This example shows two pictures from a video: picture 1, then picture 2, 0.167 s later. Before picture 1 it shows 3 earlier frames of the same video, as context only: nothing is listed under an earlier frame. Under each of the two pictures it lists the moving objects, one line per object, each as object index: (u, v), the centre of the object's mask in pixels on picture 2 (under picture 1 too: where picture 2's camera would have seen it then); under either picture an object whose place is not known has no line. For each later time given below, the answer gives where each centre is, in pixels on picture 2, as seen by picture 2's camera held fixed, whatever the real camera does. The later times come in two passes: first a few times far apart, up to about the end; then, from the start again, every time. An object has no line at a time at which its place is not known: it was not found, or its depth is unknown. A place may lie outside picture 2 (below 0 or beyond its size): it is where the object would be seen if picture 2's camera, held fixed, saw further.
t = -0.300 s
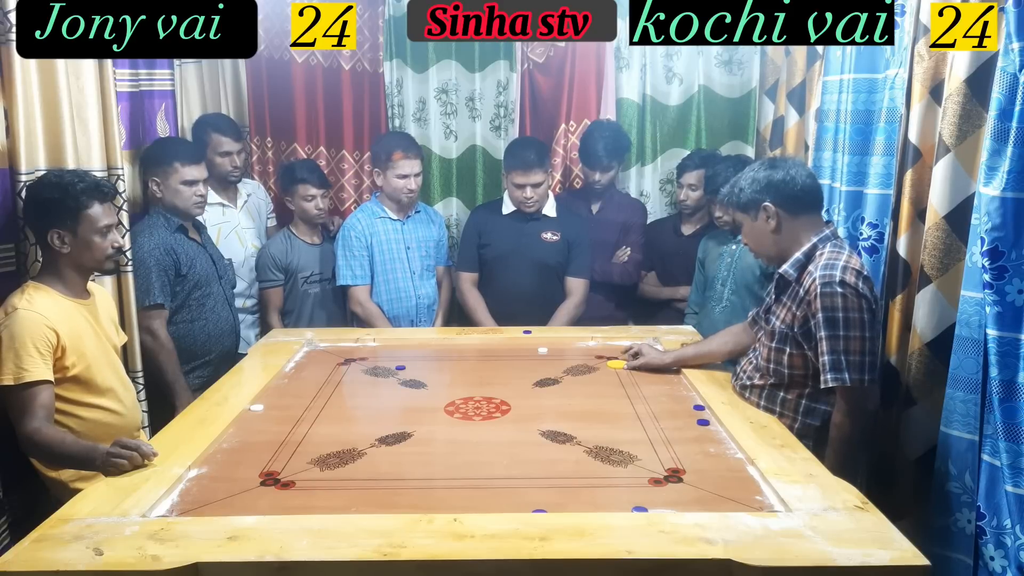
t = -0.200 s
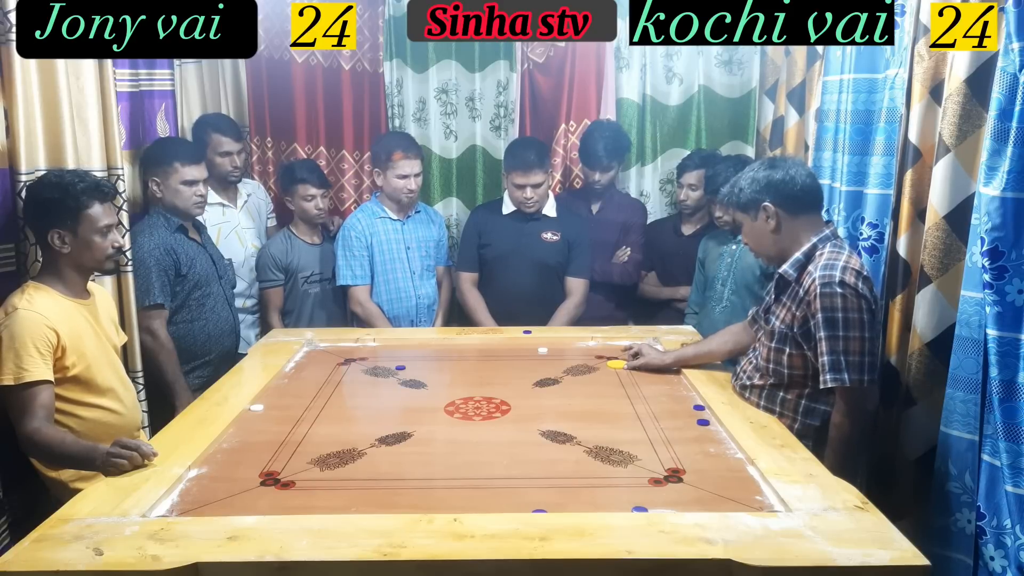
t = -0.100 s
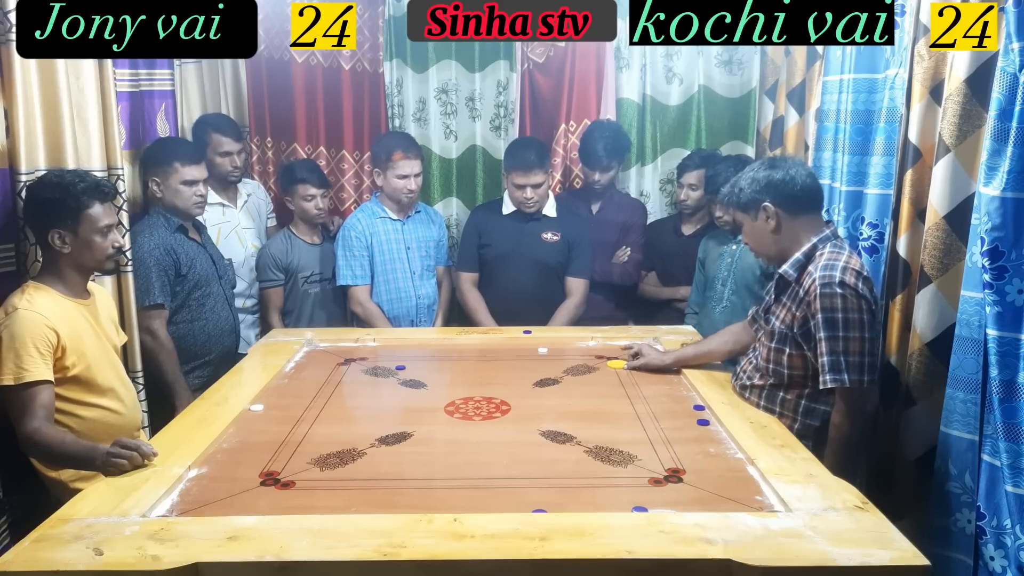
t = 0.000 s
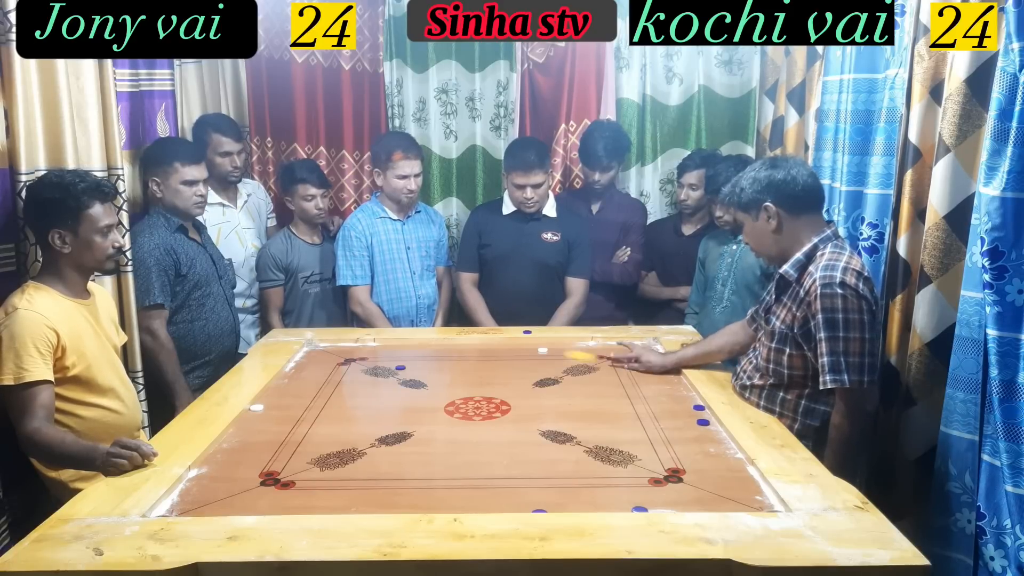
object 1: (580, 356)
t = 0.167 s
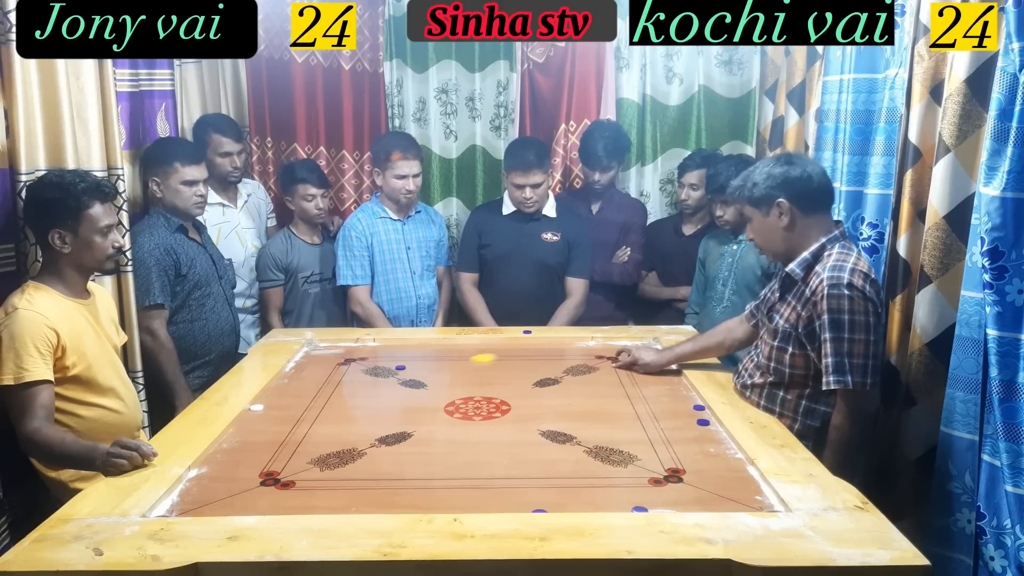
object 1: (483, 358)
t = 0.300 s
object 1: (412, 377)
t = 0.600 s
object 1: (263, 423)
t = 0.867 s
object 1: (333, 462)
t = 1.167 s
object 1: (420, 503)
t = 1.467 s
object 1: (496, 494)
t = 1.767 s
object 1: (537, 477)
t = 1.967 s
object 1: (548, 472)
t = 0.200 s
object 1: (466, 362)
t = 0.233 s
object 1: (449, 367)
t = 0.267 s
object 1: (431, 372)
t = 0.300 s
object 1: (412, 377)
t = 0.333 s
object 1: (394, 382)
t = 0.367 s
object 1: (374, 387)
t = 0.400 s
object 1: (355, 392)
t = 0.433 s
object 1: (335, 397)
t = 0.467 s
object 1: (314, 402)
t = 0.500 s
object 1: (293, 407)
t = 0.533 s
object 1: (272, 413)
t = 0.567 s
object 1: (255, 419)
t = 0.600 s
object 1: (263, 423)
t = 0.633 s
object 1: (271, 428)
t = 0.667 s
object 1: (280, 433)
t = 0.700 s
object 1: (288, 438)
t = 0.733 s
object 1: (298, 443)
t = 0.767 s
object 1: (307, 448)
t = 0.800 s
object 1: (315, 453)
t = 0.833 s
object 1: (325, 458)
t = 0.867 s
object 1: (333, 462)
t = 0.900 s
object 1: (343, 467)
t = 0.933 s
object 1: (353, 472)
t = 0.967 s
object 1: (362, 477)
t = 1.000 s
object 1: (372, 481)
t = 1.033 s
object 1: (381, 486)
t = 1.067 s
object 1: (391, 490)
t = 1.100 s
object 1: (401, 495)
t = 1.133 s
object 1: (410, 499)
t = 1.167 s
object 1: (420, 503)
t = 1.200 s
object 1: (430, 506)
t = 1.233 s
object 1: (439, 509)
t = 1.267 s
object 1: (450, 507)
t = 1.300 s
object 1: (458, 506)
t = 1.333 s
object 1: (467, 504)
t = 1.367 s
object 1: (475, 501)
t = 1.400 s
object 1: (482, 499)
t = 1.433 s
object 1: (489, 496)
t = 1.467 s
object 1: (496, 494)
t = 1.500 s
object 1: (502, 491)
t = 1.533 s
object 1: (507, 489)
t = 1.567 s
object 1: (513, 487)
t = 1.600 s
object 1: (518, 485)
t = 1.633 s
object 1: (523, 483)
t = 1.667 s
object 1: (527, 482)
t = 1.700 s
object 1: (531, 480)
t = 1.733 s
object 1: (534, 478)
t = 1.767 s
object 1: (537, 477)
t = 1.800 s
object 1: (540, 476)
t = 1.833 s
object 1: (542, 475)
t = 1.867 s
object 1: (544, 474)
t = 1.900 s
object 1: (546, 473)
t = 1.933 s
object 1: (547, 473)
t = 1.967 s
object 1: (548, 472)
